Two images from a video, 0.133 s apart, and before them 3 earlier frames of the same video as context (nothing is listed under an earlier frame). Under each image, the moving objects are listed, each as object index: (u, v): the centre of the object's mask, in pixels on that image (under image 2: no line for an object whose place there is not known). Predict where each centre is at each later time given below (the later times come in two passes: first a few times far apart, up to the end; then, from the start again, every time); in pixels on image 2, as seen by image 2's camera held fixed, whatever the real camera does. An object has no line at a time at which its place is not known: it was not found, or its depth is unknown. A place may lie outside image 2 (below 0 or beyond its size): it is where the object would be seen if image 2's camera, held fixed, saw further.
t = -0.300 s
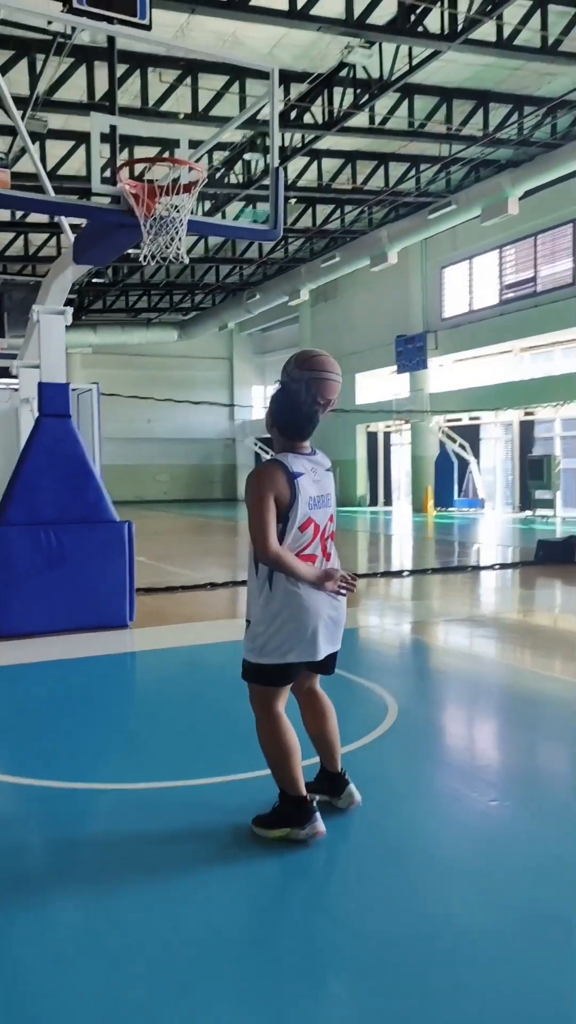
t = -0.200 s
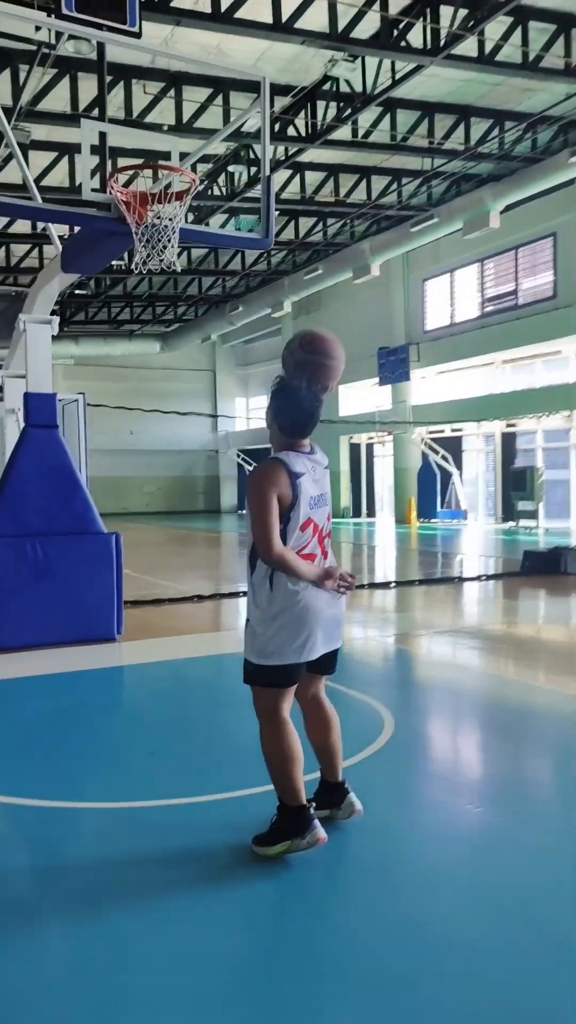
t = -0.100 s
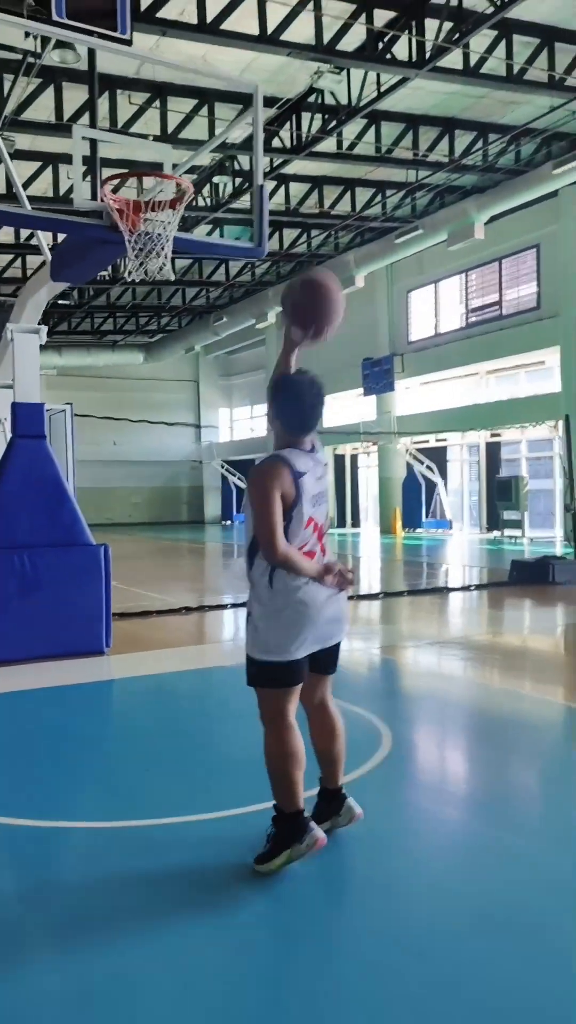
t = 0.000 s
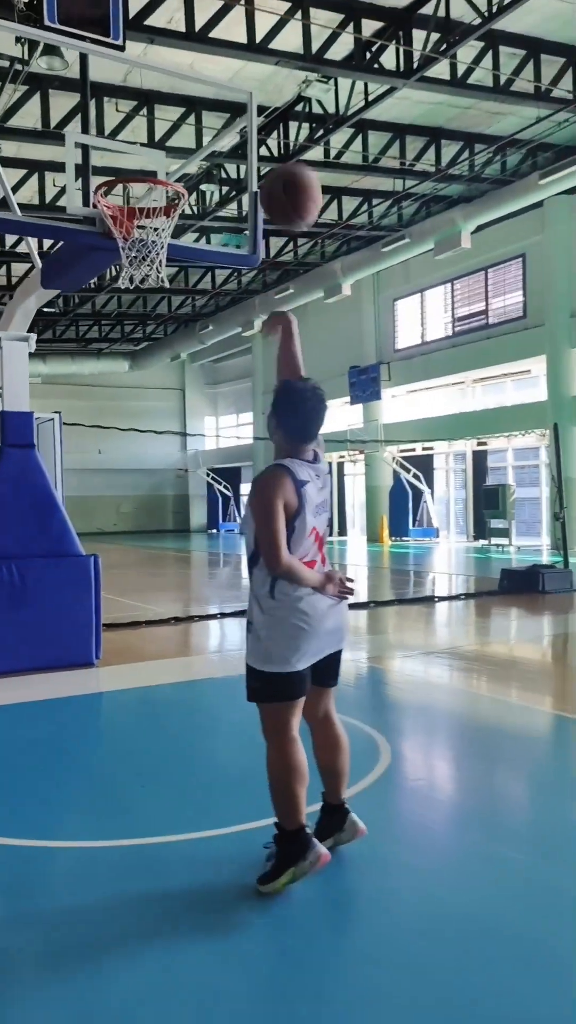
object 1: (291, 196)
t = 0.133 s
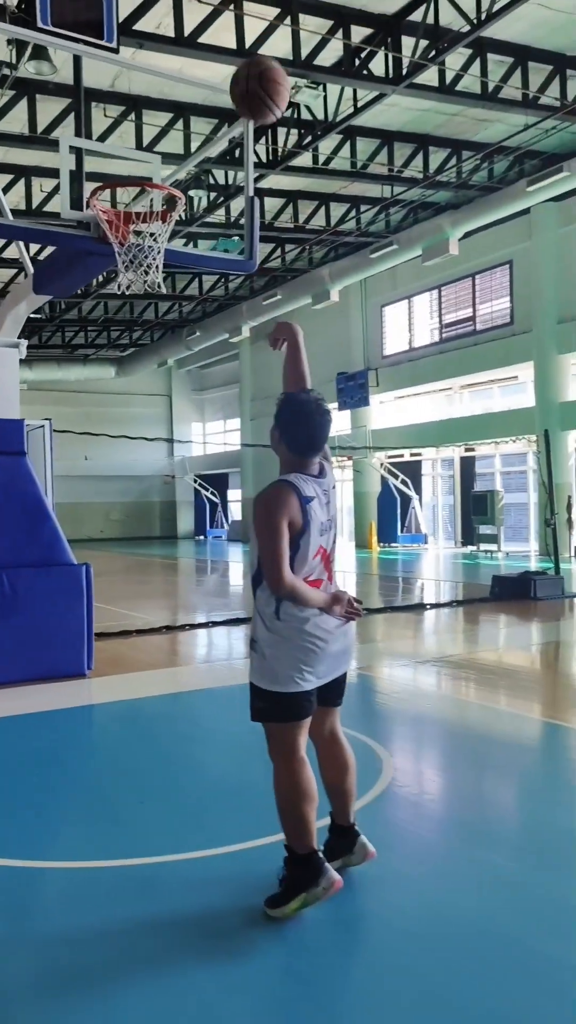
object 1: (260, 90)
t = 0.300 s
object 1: (233, 21)
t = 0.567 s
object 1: (193, 47)
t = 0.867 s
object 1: (160, 232)
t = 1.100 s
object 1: (145, 326)
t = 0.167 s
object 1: (254, 71)
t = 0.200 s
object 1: (248, 54)
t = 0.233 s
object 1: (243, 40)
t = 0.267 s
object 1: (239, 28)
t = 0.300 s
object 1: (233, 21)
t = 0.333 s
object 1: (228, 15)
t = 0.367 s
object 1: (223, 12)
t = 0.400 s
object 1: (217, 11)
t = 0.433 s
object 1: (213, 13)
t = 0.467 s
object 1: (208, 17)
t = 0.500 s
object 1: (204, 24)
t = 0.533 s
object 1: (198, 34)
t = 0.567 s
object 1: (193, 47)
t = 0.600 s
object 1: (188, 60)
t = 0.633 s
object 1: (184, 75)
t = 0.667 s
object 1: (181, 93)
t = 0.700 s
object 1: (176, 112)
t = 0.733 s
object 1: (172, 134)
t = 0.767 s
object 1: (169, 154)
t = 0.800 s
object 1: (166, 180)
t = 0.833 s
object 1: (160, 203)
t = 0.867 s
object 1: (160, 232)
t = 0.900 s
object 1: (156, 247)
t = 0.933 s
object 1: (154, 268)
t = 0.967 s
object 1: (154, 273)
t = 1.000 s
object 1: (150, 281)
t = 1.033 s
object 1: (148, 293)
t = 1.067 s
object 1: (147, 310)
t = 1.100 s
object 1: (145, 326)
